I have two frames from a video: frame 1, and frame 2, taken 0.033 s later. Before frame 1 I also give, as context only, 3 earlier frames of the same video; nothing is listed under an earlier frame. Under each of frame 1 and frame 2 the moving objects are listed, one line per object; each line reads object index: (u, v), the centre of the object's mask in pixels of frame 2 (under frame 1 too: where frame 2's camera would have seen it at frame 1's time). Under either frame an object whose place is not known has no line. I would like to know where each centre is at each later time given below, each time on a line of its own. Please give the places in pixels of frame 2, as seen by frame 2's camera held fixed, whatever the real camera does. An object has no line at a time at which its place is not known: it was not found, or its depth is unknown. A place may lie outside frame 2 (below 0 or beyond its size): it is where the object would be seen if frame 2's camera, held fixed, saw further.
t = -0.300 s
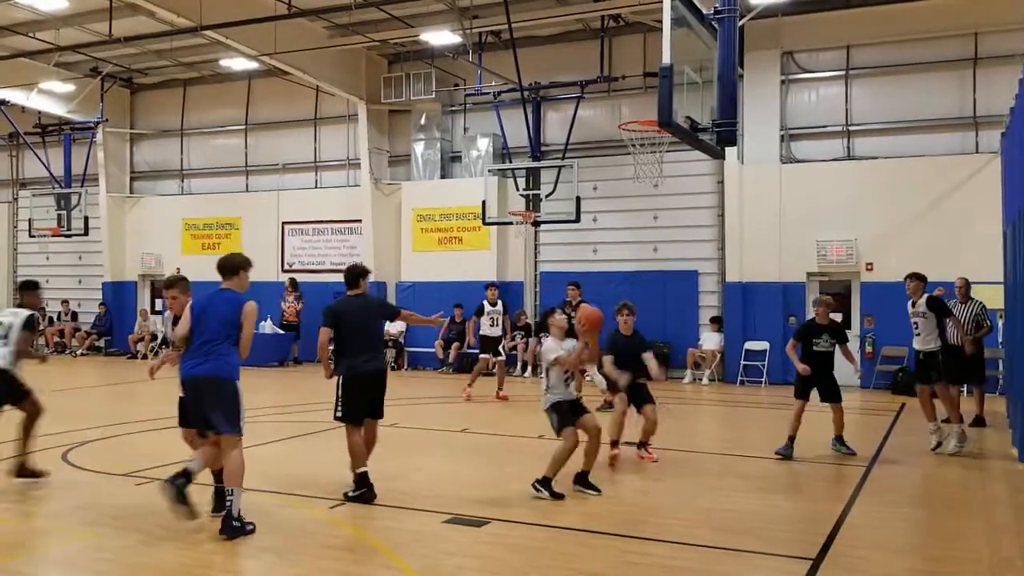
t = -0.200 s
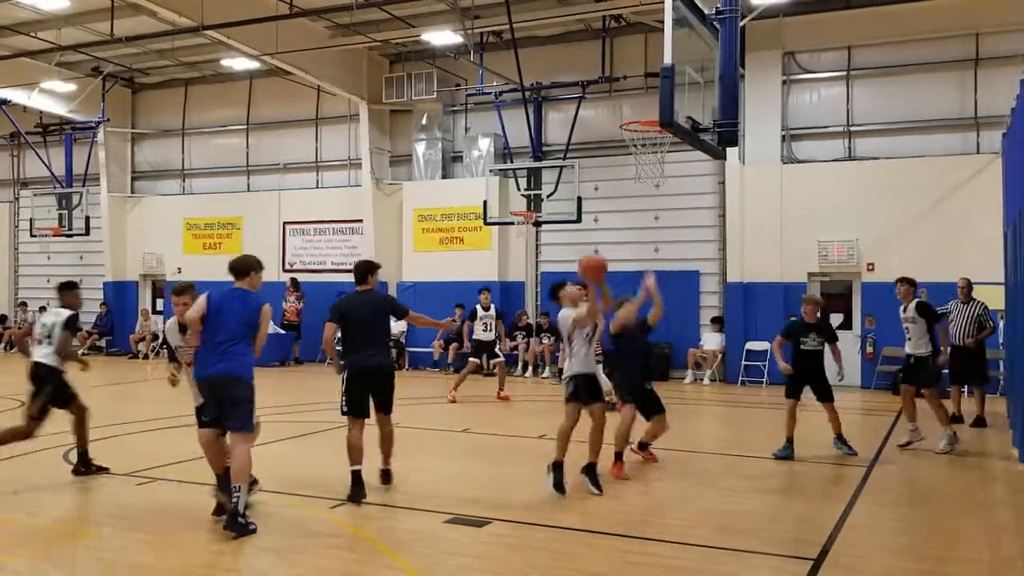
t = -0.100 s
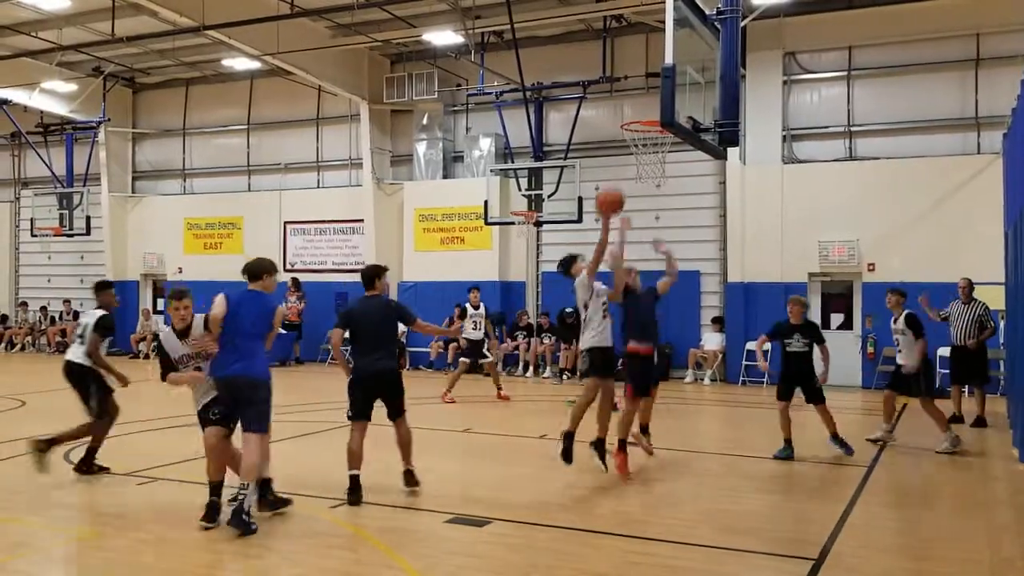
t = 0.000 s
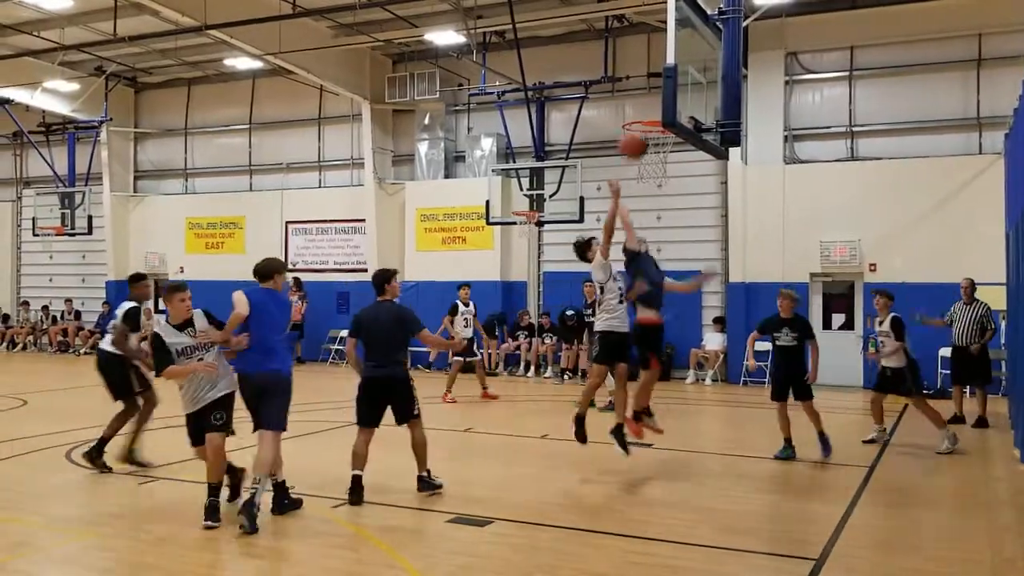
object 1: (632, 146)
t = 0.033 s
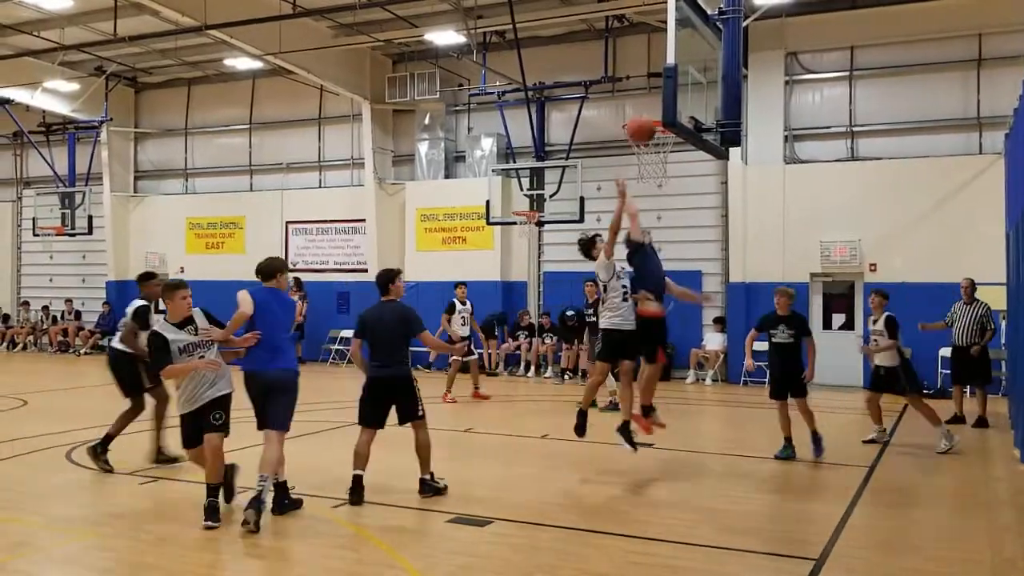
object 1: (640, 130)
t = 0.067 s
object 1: (647, 116)
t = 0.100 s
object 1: (652, 101)
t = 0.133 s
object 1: (657, 88)
